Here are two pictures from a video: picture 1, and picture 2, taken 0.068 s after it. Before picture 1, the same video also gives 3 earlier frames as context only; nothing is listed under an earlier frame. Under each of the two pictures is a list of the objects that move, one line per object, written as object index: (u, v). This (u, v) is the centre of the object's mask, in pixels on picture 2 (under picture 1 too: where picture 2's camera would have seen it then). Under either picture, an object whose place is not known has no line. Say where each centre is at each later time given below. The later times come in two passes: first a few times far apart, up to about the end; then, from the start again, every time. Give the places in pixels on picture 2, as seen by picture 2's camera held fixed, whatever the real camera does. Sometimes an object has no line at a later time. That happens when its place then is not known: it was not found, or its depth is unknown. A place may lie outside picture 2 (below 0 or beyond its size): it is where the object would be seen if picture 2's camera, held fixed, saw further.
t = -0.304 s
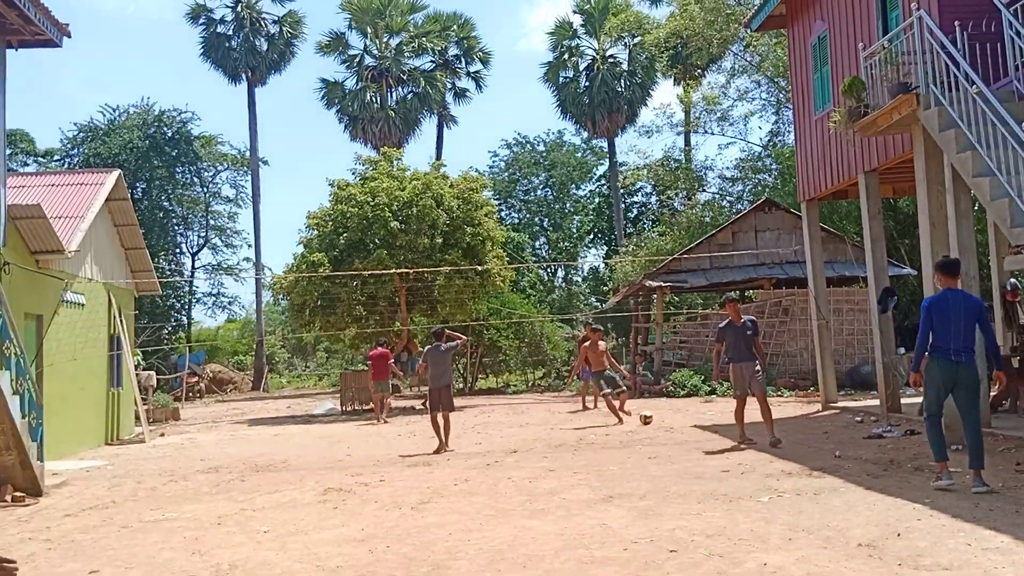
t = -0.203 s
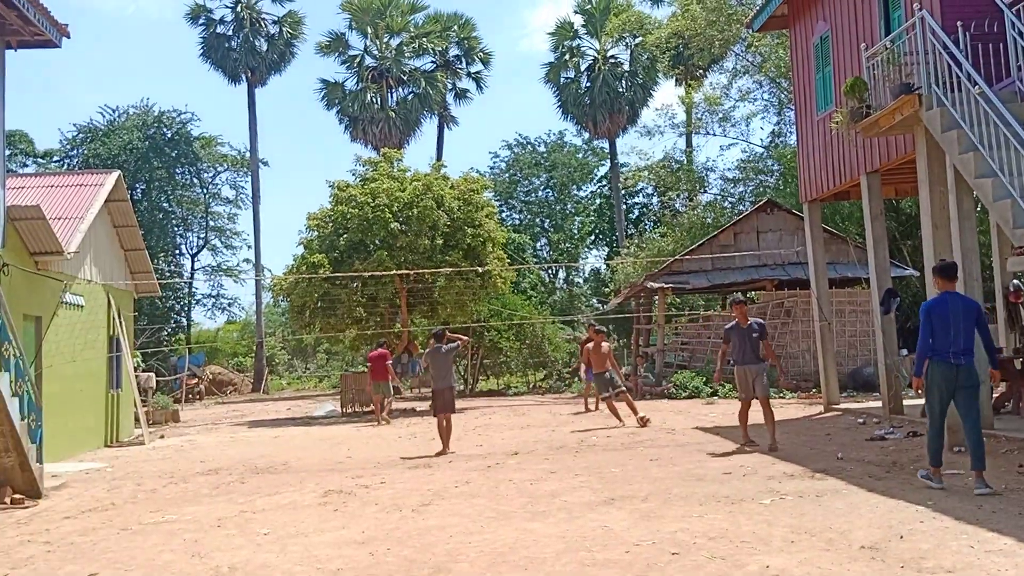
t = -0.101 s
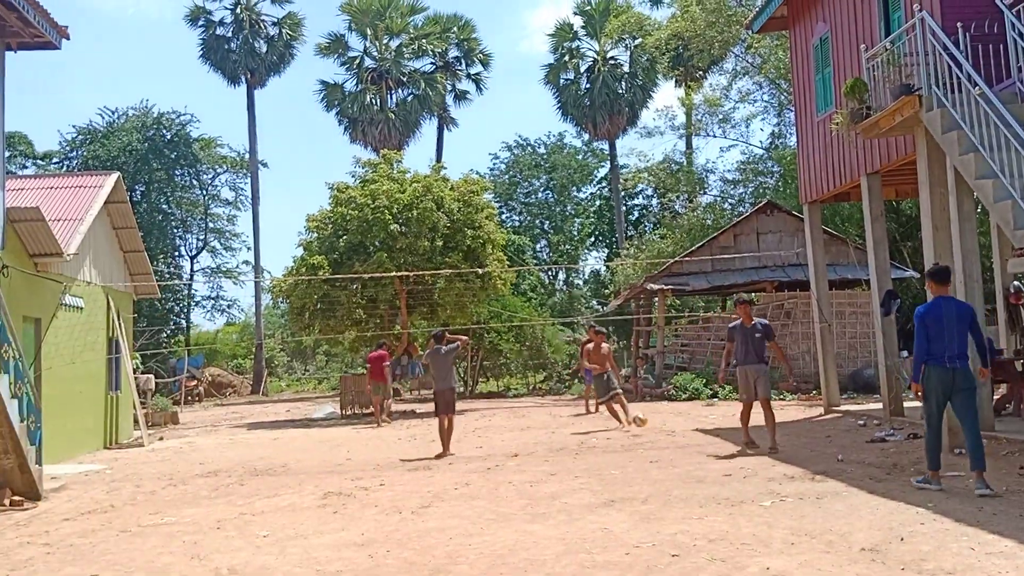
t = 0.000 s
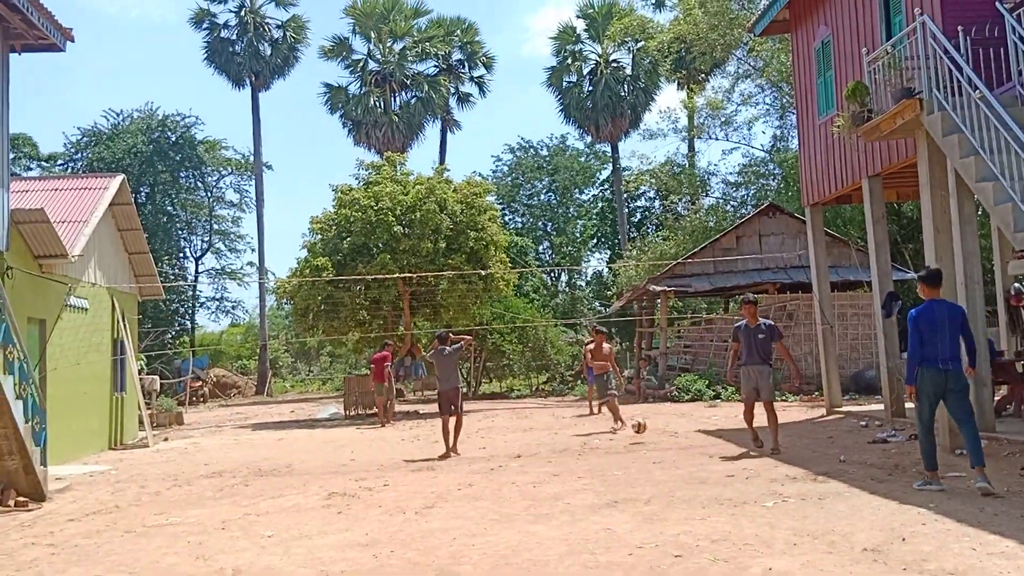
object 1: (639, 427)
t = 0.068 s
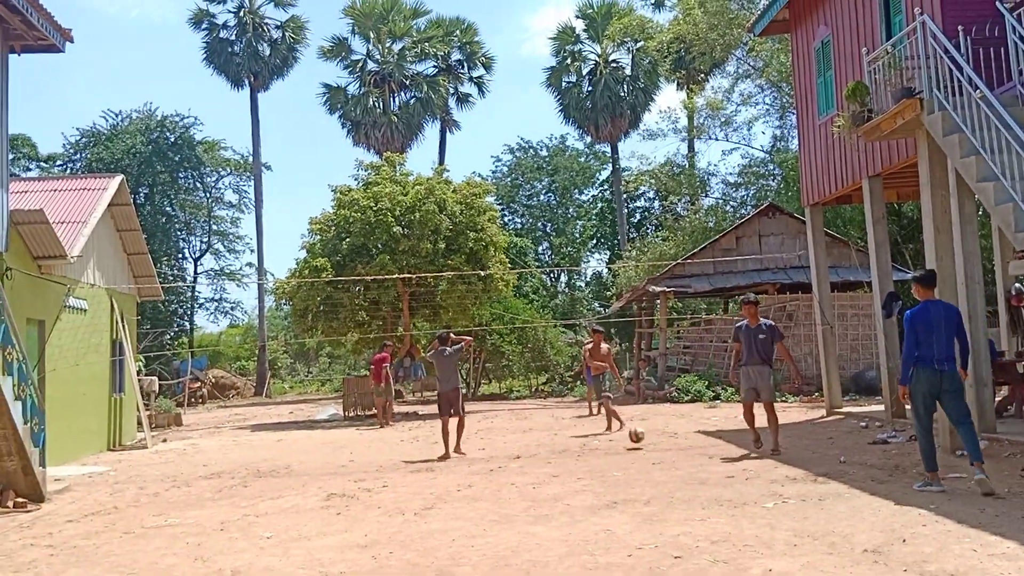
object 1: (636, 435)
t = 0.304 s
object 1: (625, 433)
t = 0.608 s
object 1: (605, 482)
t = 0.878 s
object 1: (572, 461)
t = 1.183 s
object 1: (527, 529)
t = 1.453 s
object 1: (464, 528)
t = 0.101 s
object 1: (636, 441)
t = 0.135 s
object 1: (635, 445)
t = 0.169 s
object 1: (632, 441)
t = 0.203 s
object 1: (630, 437)
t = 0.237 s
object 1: (628, 435)
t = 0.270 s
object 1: (626, 434)
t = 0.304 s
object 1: (625, 433)
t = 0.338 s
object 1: (623, 435)
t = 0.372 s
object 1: (620, 438)
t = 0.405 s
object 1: (618, 440)
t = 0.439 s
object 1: (616, 445)
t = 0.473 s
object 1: (614, 451)
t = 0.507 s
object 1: (613, 458)
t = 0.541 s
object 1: (610, 468)
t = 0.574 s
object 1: (608, 479)
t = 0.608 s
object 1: (605, 482)
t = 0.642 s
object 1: (601, 475)
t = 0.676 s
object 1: (597, 469)
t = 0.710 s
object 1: (593, 465)
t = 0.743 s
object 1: (589, 461)
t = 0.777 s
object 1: (585, 459)
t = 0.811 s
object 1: (581, 457)
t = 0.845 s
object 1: (577, 458)
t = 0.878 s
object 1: (572, 461)
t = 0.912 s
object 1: (568, 463)
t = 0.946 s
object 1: (563, 470)
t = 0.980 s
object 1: (559, 477)
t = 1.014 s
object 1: (554, 487)
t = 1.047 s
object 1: (550, 498)
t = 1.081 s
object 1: (545, 512)
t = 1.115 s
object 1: (540, 529)
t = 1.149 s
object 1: (534, 538)
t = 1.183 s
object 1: (527, 529)
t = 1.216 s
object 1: (521, 523)
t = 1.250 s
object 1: (513, 518)
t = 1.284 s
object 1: (506, 514)
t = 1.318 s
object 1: (498, 512)
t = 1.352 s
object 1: (490, 513)
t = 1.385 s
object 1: (482, 516)
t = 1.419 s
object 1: (473, 521)
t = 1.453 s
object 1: (464, 528)
